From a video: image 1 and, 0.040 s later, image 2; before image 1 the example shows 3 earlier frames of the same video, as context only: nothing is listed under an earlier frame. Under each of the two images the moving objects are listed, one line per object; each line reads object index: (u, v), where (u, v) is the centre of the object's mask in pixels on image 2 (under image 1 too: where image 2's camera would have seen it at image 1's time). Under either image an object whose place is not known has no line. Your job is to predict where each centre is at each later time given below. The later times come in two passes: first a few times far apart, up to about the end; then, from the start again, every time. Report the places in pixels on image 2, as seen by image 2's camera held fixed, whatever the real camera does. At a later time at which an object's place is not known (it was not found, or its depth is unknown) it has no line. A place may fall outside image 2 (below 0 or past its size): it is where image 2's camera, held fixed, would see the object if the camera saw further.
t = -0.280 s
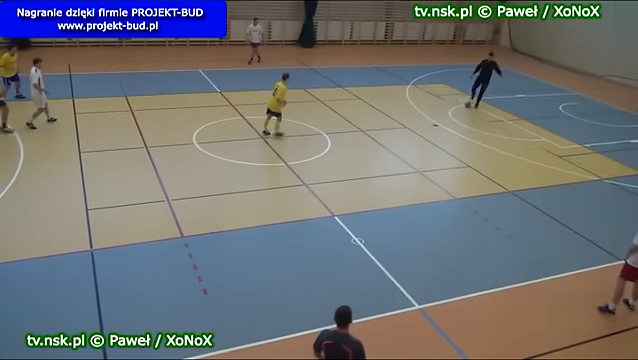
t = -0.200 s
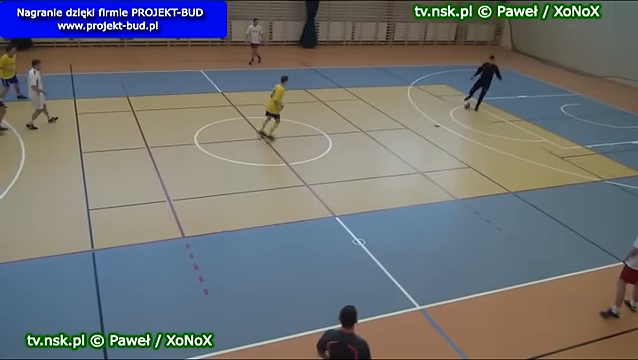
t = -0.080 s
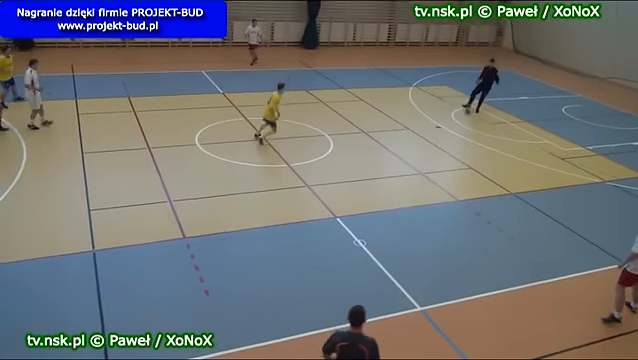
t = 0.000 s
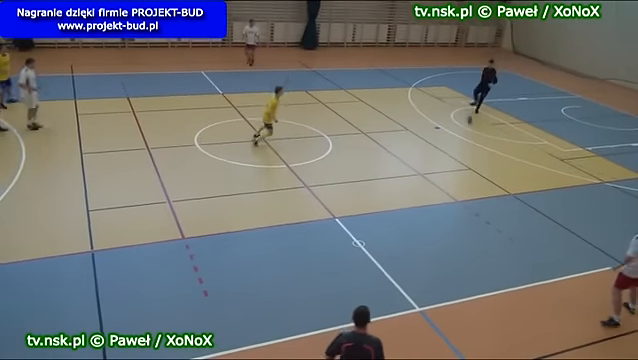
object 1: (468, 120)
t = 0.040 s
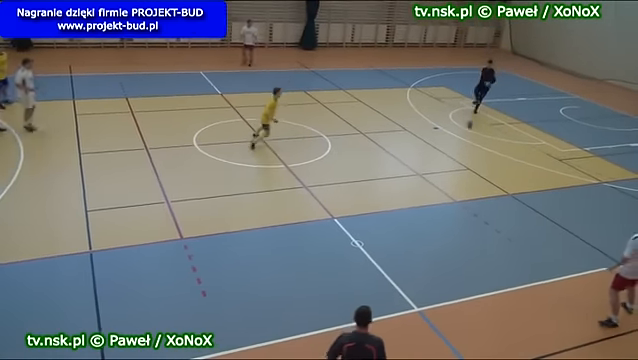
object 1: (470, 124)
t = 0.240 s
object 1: (477, 145)
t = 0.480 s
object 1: (487, 174)
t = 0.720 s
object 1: (498, 207)
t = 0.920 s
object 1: (510, 239)
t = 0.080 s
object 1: (470, 128)
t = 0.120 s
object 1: (472, 132)
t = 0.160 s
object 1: (474, 137)
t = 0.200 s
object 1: (475, 141)
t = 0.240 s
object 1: (477, 145)
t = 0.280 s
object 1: (478, 150)
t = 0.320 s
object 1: (480, 155)
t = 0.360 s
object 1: (482, 159)
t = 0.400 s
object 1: (484, 163)
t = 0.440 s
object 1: (485, 168)
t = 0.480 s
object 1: (487, 174)
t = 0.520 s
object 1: (489, 178)
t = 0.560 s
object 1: (491, 184)
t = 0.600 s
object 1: (493, 189)
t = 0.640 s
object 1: (495, 194)
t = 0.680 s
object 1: (496, 200)
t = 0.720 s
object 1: (498, 207)
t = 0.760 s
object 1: (501, 212)
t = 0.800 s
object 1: (503, 218)
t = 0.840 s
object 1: (505, 225)
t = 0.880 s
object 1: (507, 232)
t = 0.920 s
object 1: (510, 239)
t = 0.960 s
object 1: (511, 246)
